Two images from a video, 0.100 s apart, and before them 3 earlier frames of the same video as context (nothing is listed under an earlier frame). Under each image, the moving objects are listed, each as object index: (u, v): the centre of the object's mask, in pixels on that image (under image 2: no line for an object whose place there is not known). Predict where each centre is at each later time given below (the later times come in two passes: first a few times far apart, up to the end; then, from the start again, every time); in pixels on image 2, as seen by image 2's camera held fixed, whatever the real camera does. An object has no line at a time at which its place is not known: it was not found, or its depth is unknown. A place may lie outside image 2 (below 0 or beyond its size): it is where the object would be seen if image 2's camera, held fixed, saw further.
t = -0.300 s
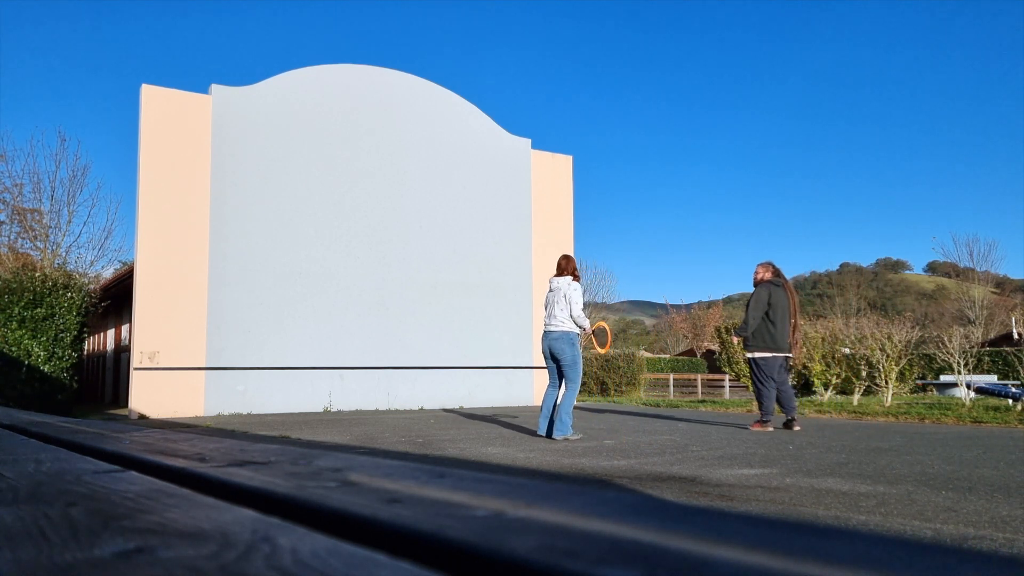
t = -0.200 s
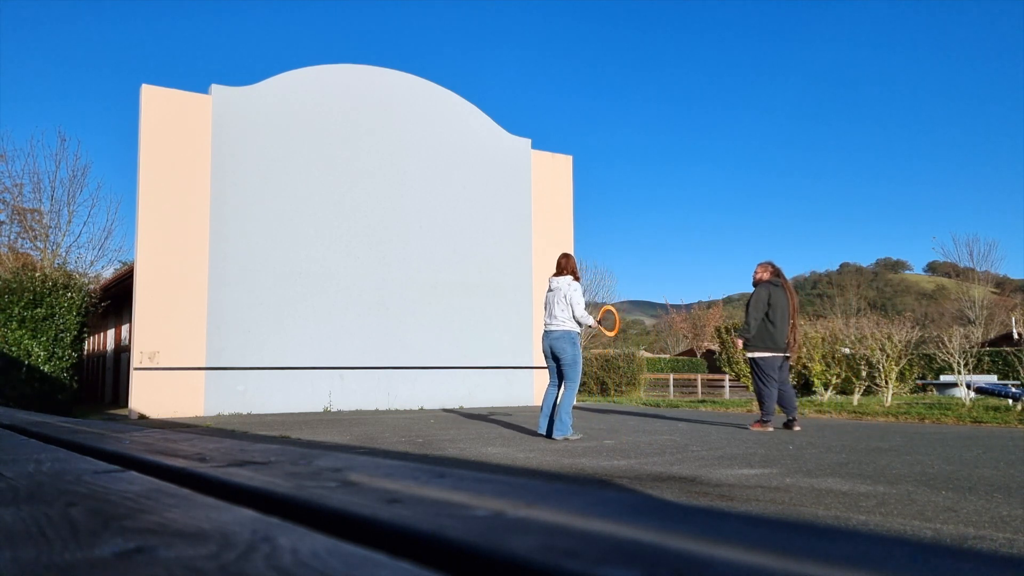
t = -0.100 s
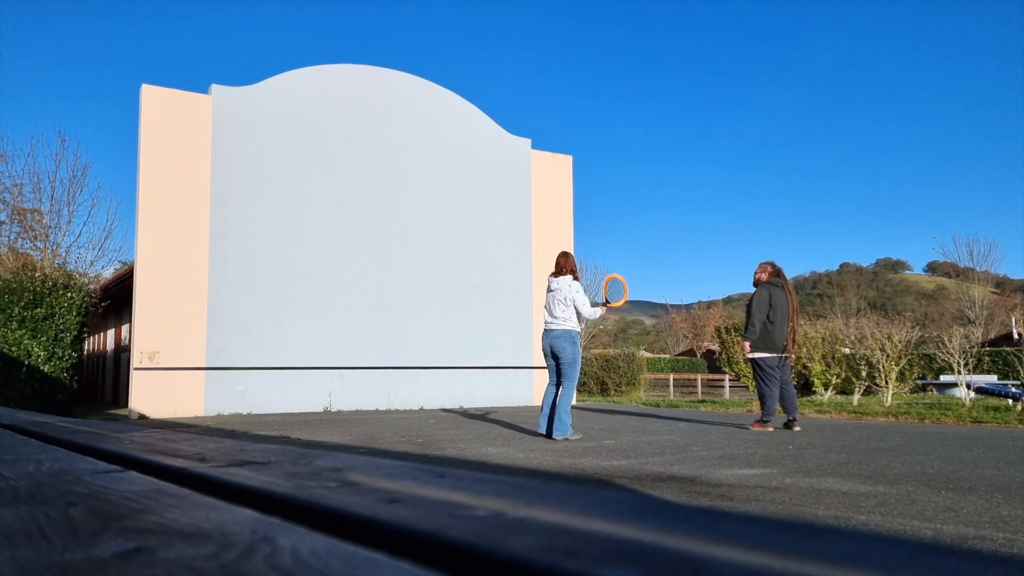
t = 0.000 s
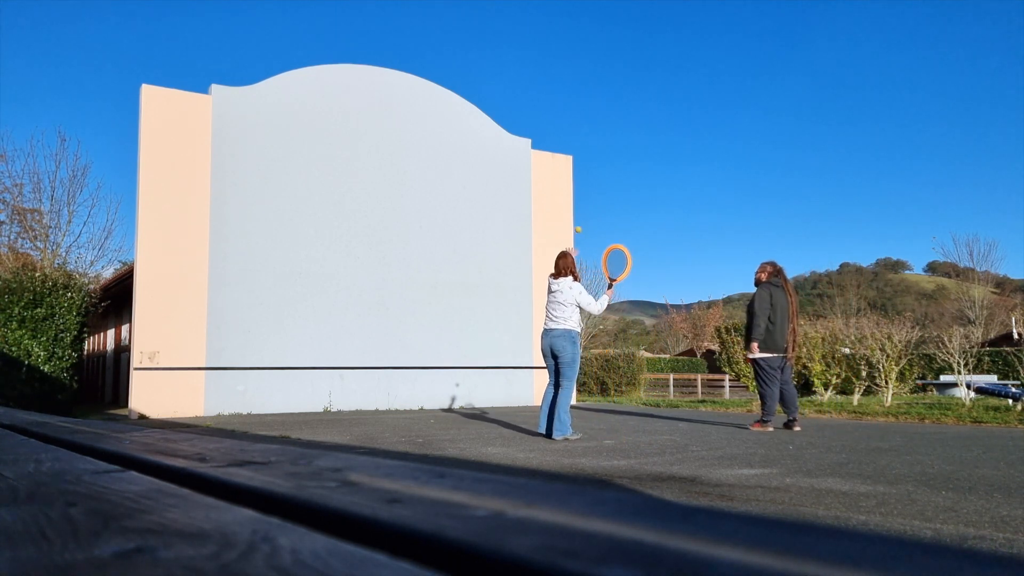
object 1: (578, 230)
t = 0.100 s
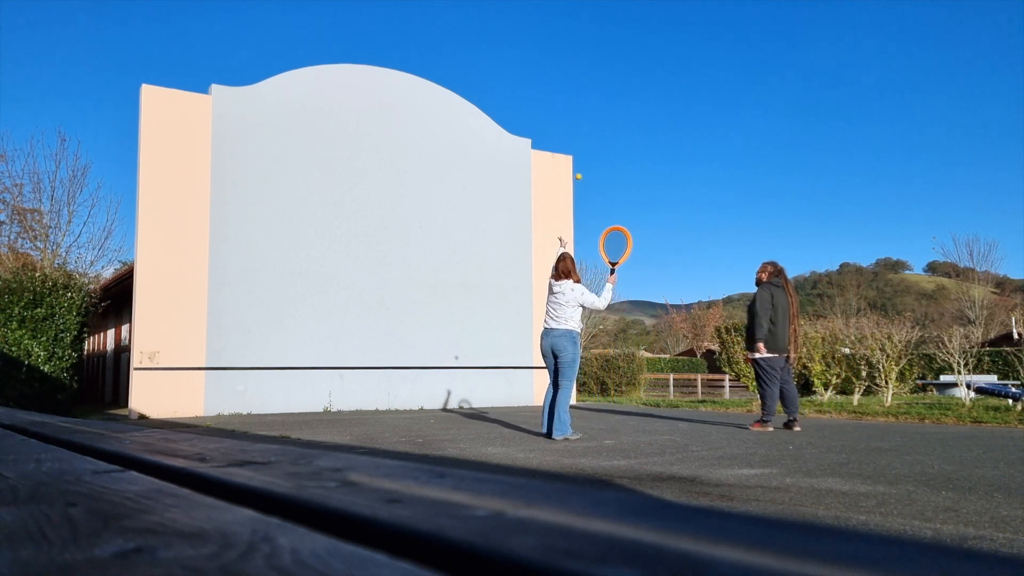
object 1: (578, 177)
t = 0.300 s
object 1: (580, 101)
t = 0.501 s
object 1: (583, 65)
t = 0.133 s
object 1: (578, 161)
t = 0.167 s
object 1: (579, 147)
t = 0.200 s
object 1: (579, 134)
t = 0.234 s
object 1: (579, 122)
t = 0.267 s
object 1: (580, 111)
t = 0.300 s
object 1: (580, 101)
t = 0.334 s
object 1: (580, 93)
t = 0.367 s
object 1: (581, 85)
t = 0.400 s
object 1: (581, 78)
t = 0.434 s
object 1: (581, 73)
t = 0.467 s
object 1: (582, 68)
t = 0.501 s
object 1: (583, 65)
